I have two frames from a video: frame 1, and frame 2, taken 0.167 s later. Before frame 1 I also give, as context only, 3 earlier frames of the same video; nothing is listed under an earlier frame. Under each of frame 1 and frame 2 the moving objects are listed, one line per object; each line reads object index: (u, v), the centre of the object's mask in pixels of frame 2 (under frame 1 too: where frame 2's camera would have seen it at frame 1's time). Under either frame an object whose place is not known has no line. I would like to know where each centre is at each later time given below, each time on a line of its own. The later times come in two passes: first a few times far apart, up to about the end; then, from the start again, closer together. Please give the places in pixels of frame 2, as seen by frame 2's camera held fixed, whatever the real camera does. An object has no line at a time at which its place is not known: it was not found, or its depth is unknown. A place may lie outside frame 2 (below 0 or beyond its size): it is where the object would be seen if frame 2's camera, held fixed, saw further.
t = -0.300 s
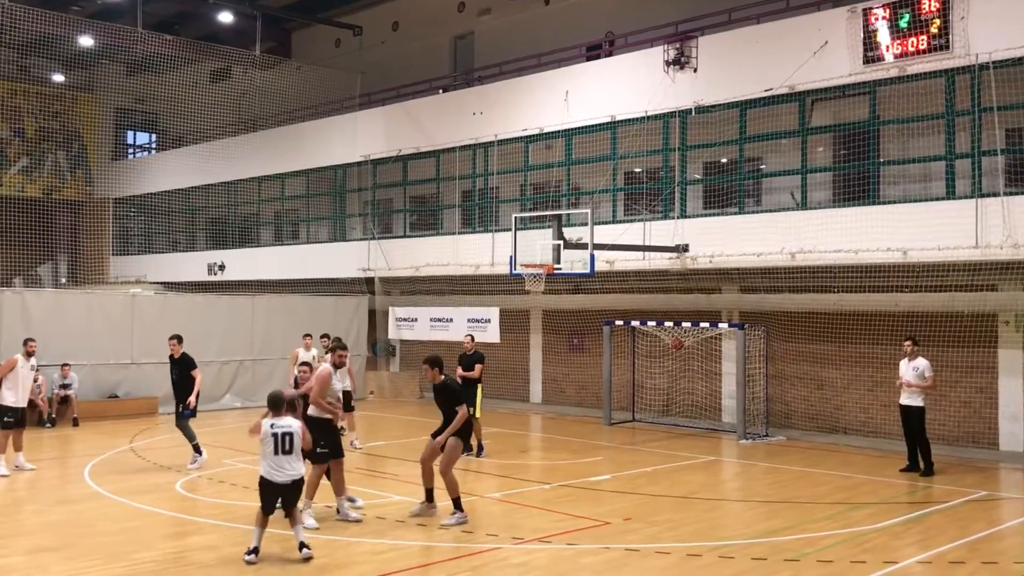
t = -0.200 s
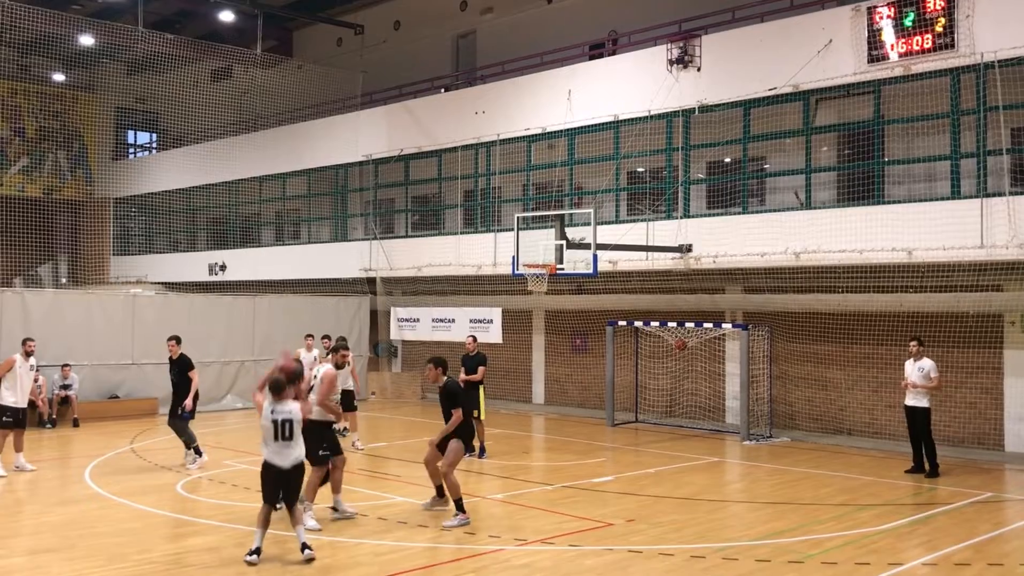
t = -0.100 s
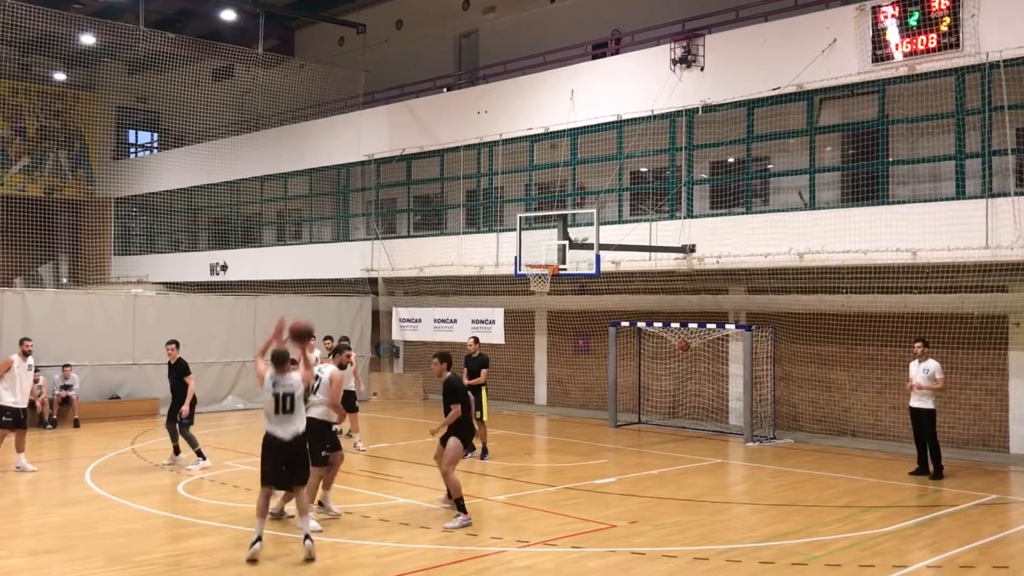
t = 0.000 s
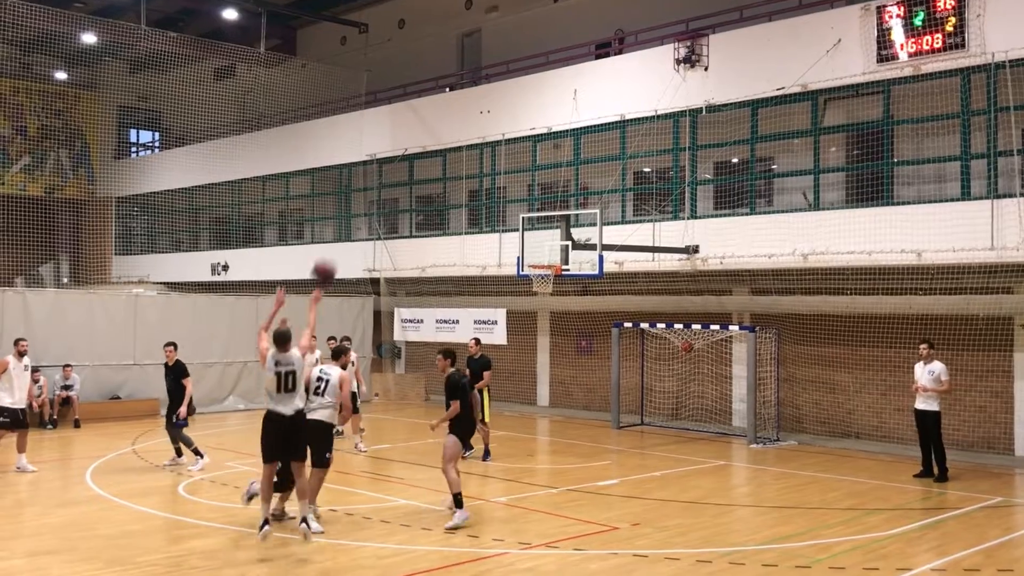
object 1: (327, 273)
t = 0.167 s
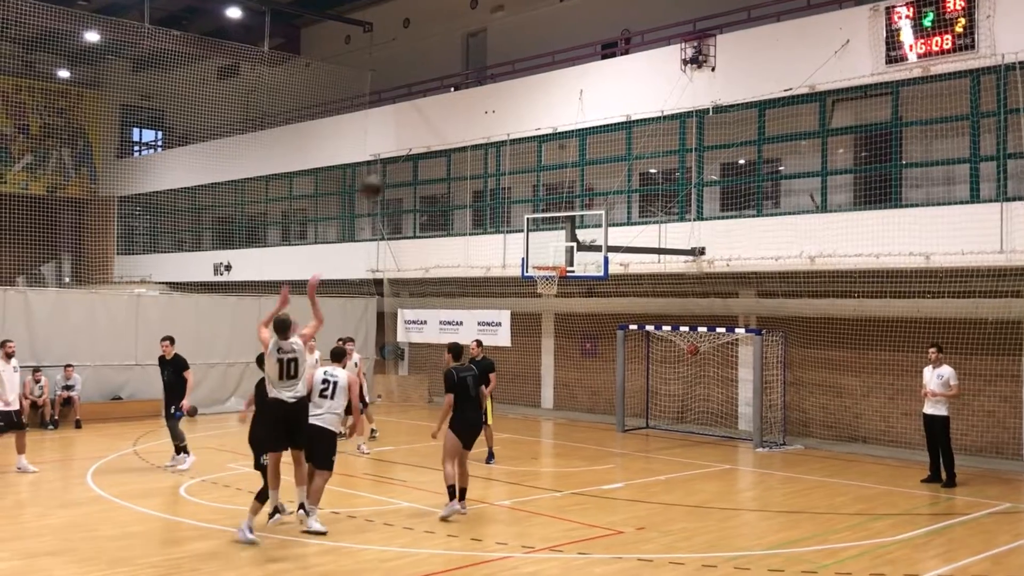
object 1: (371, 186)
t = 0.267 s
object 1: (396, 154)
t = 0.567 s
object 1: (452, 115)
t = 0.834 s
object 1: (493, 138)
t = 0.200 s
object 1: (379, 175)
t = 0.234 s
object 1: (387, 165)
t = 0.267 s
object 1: (396, 154)
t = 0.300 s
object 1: (402, 145)
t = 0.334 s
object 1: (409, 138)
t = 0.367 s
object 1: (415, 132)
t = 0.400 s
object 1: (422, 127)
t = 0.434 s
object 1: (428, 123)
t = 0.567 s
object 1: (452, 115)
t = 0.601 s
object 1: (458, 116)
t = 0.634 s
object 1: (464, 116)
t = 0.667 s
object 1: (469, 118)
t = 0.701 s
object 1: (474, 121)
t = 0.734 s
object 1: (479, 124)
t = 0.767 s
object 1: (484, 129)
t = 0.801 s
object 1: (488, 133)
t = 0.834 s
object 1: (493, 138)
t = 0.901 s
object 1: (502, 151)
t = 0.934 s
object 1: (506, 159)
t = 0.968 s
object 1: (510, 167)
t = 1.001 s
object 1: (514, 175)
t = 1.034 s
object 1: (519, 184)
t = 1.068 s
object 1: (523, 194)
